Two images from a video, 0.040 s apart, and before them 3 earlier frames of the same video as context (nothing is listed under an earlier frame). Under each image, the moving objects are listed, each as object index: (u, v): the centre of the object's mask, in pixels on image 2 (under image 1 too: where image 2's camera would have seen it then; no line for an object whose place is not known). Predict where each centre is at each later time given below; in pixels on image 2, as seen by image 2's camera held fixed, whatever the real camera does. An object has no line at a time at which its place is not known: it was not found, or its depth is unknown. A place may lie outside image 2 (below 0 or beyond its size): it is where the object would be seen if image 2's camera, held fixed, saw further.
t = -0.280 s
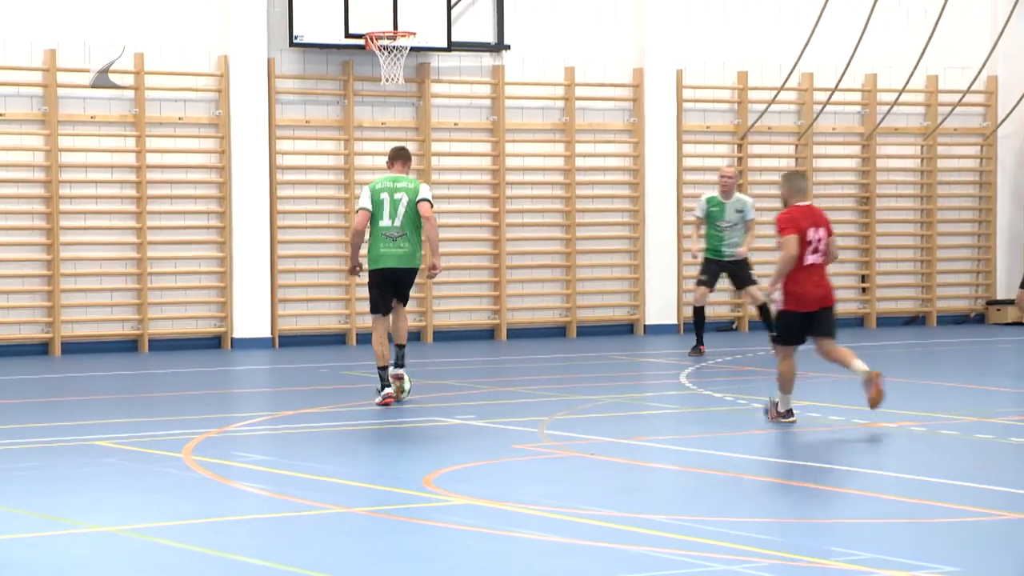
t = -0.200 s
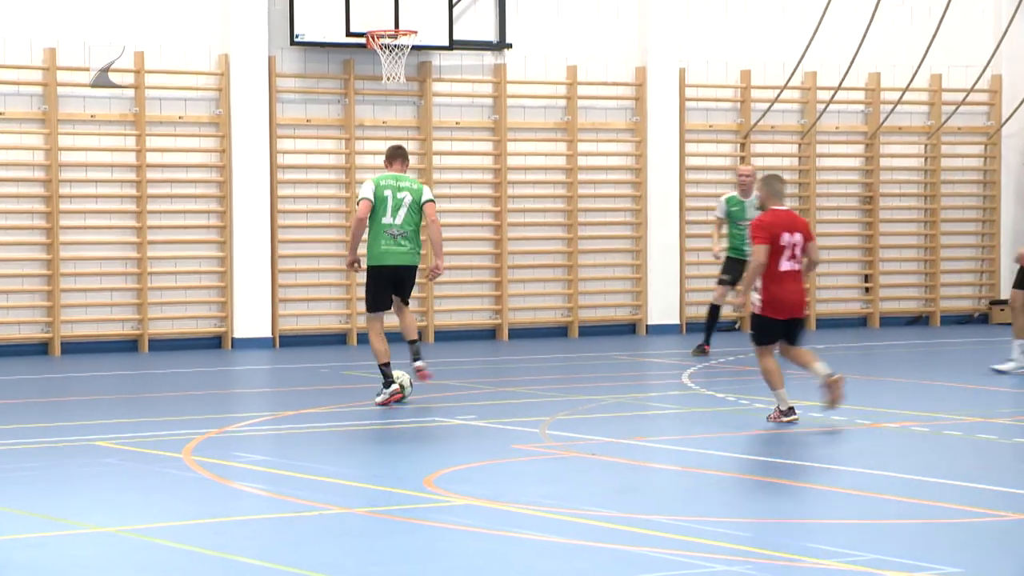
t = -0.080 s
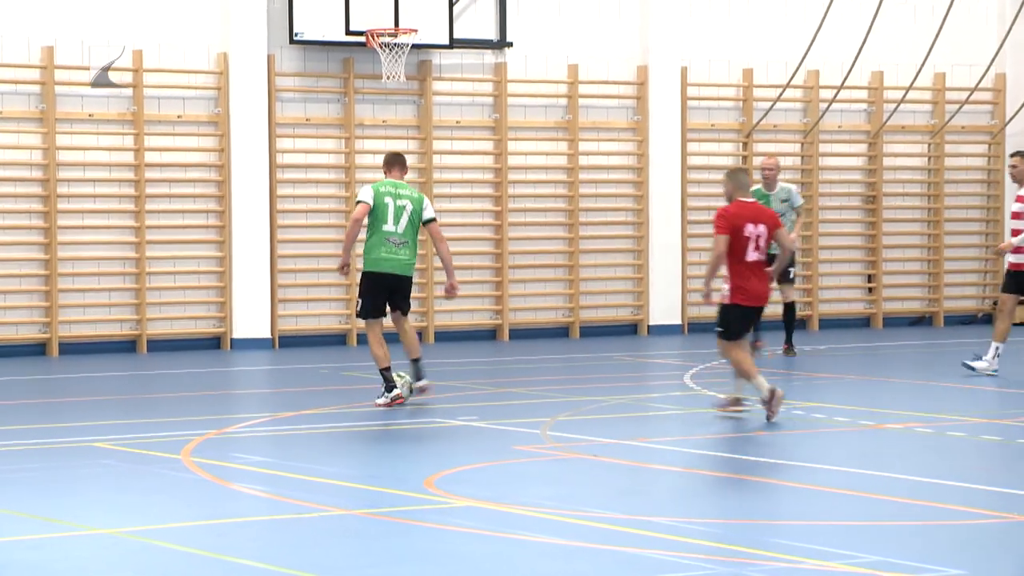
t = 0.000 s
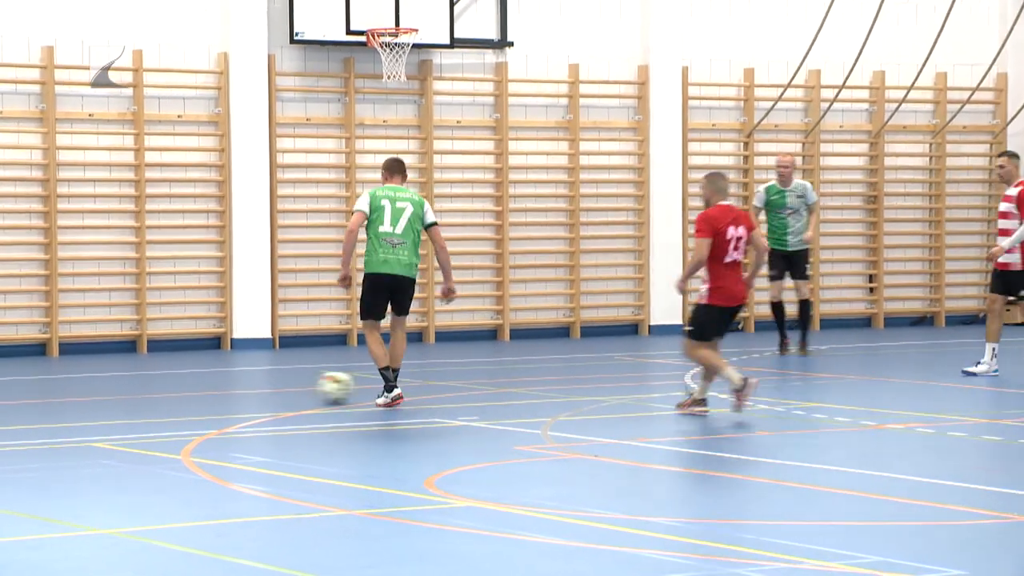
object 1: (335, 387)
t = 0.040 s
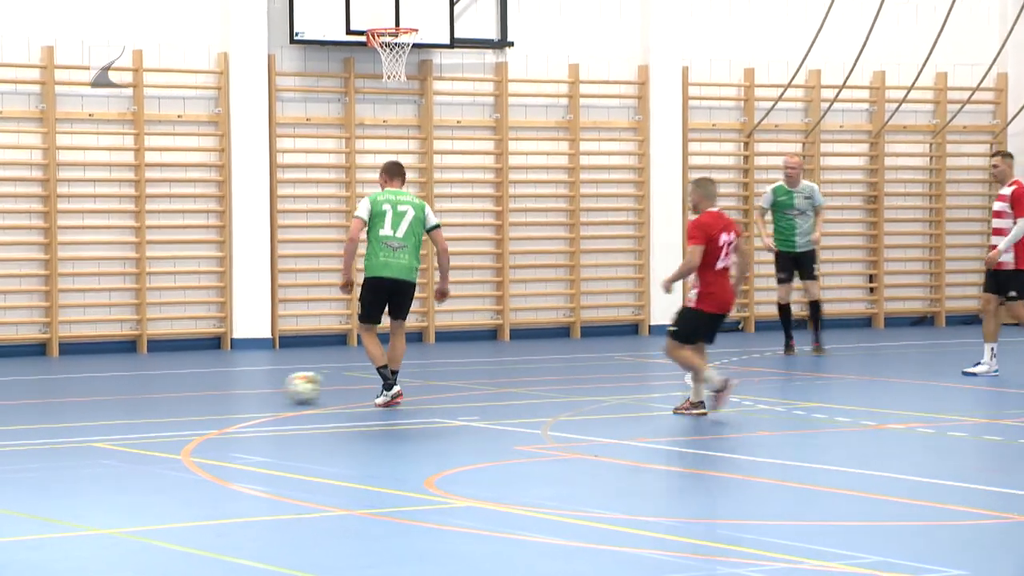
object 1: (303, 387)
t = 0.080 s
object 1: (274, 386)
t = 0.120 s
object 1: (245, 386)
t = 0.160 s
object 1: (218, 387)
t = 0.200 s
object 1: (193, 387)
